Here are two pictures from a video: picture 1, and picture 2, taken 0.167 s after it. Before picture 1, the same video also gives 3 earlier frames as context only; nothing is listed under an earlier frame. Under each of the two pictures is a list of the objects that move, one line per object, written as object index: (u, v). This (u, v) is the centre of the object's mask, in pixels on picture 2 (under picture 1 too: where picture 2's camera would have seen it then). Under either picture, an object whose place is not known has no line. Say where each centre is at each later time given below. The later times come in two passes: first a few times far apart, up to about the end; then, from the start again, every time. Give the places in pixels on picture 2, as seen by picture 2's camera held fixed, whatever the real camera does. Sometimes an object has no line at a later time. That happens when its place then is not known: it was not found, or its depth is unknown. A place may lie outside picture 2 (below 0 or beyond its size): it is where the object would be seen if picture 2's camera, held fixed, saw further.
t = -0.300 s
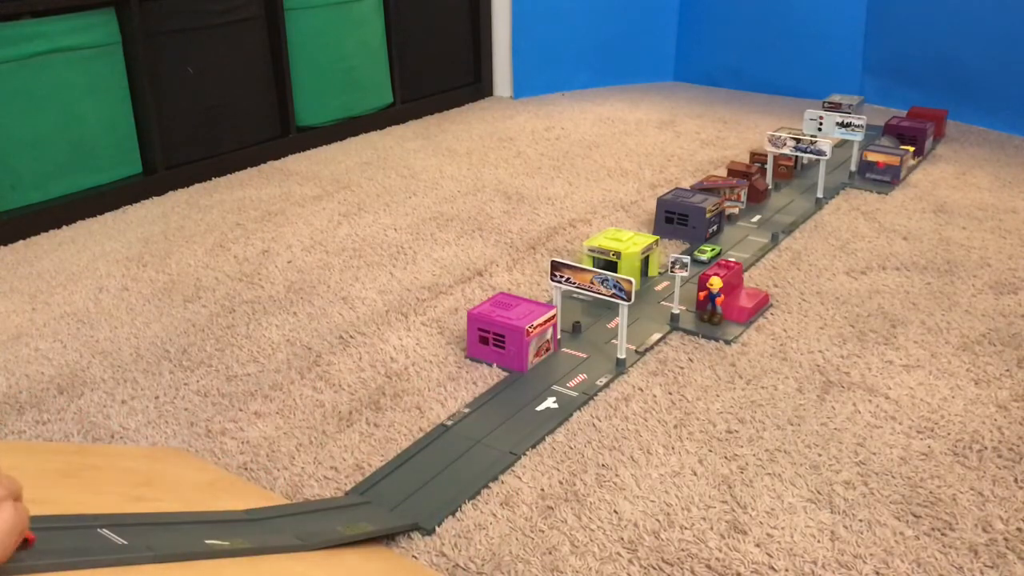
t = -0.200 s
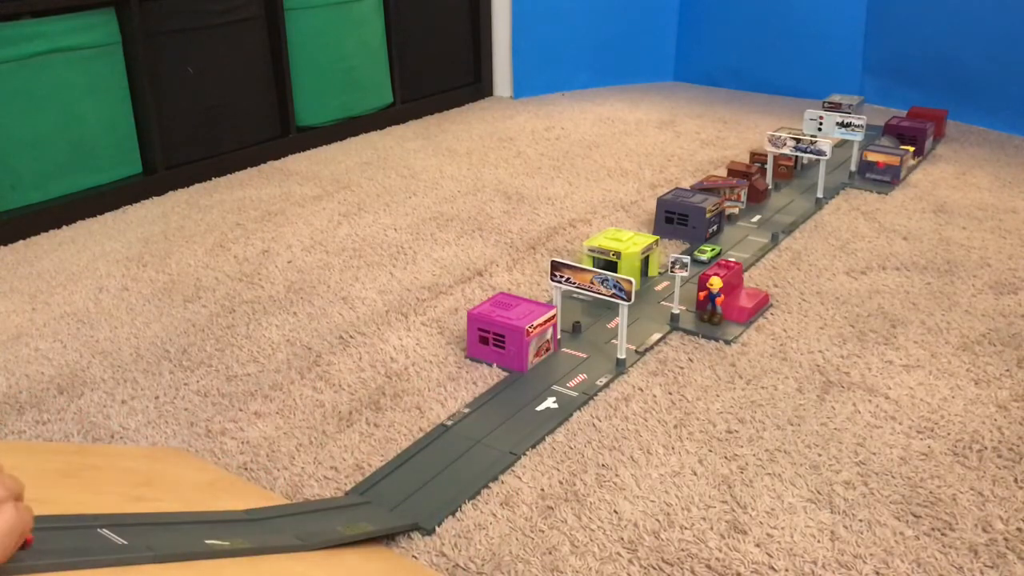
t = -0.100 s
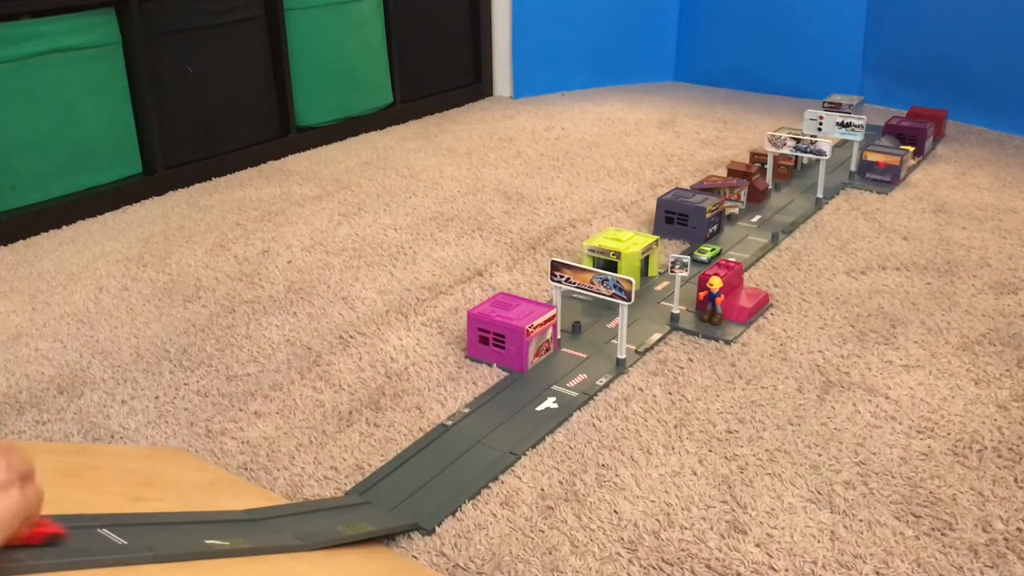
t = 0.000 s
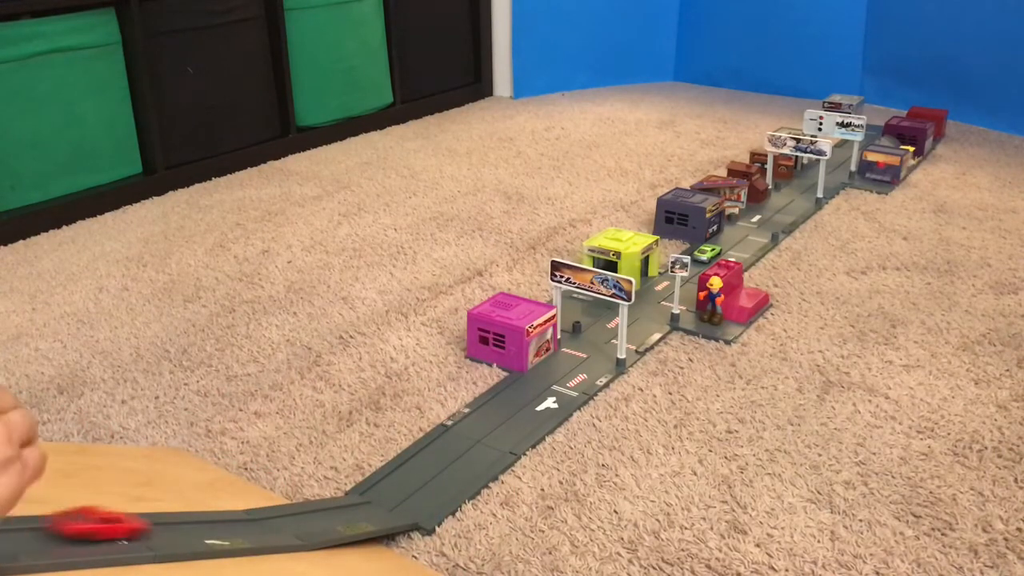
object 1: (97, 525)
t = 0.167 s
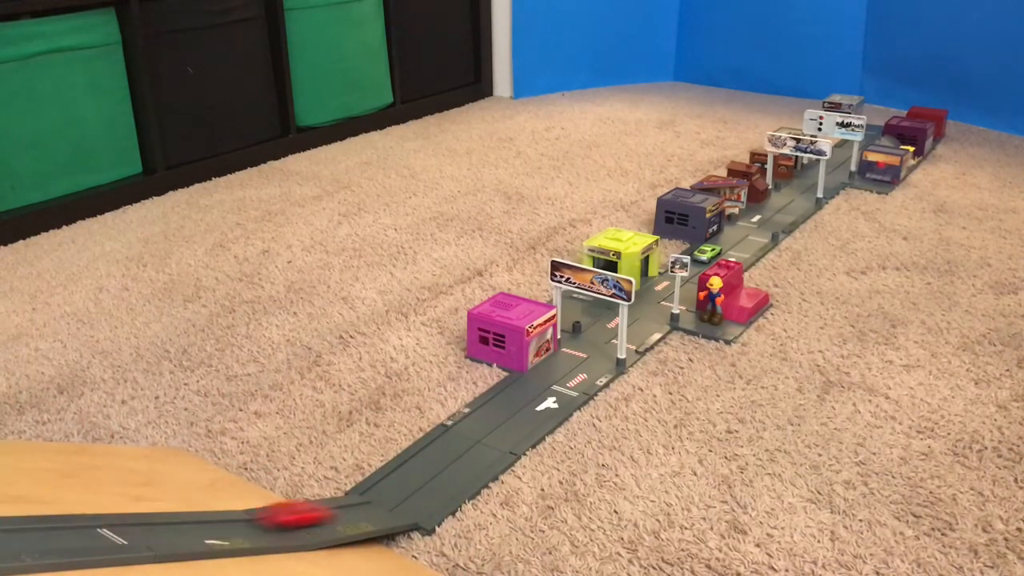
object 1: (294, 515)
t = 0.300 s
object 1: (441, 460)
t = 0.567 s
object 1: (626, 330)
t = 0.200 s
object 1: (334, 509)
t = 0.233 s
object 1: (374, 501)
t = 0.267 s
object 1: (409, 485)
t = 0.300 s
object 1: (441, 460)
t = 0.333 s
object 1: (470, 440)
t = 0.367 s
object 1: (497, 420)
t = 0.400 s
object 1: (522, 403)
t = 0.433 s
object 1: (547, 386)
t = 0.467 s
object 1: (569, 371)
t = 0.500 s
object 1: (590, 357)
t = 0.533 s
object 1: (604, 345)
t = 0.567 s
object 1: (626, 330)
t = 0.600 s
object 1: (639, 319)
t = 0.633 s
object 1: (648, 310)
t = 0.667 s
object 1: (661, 298)
